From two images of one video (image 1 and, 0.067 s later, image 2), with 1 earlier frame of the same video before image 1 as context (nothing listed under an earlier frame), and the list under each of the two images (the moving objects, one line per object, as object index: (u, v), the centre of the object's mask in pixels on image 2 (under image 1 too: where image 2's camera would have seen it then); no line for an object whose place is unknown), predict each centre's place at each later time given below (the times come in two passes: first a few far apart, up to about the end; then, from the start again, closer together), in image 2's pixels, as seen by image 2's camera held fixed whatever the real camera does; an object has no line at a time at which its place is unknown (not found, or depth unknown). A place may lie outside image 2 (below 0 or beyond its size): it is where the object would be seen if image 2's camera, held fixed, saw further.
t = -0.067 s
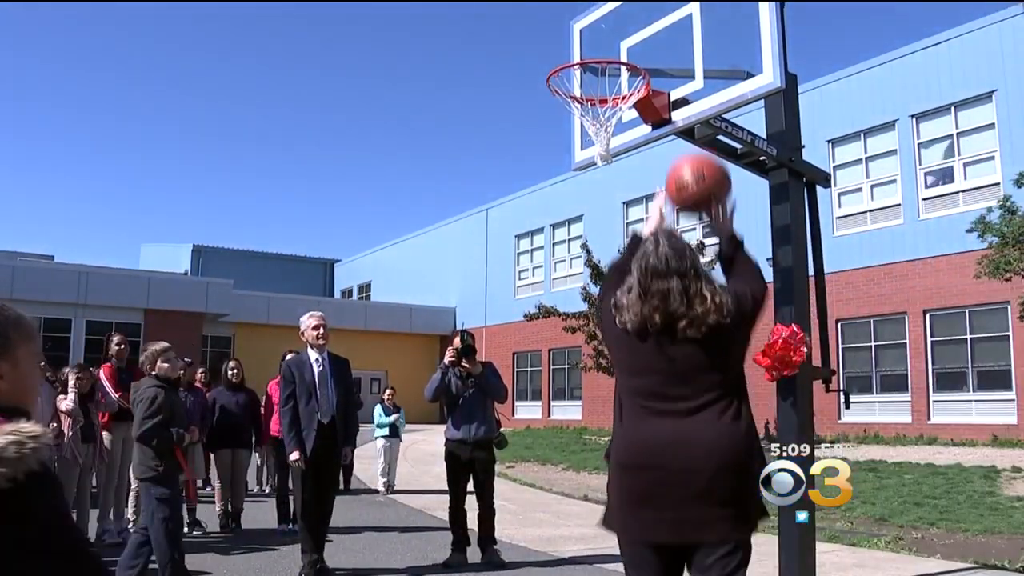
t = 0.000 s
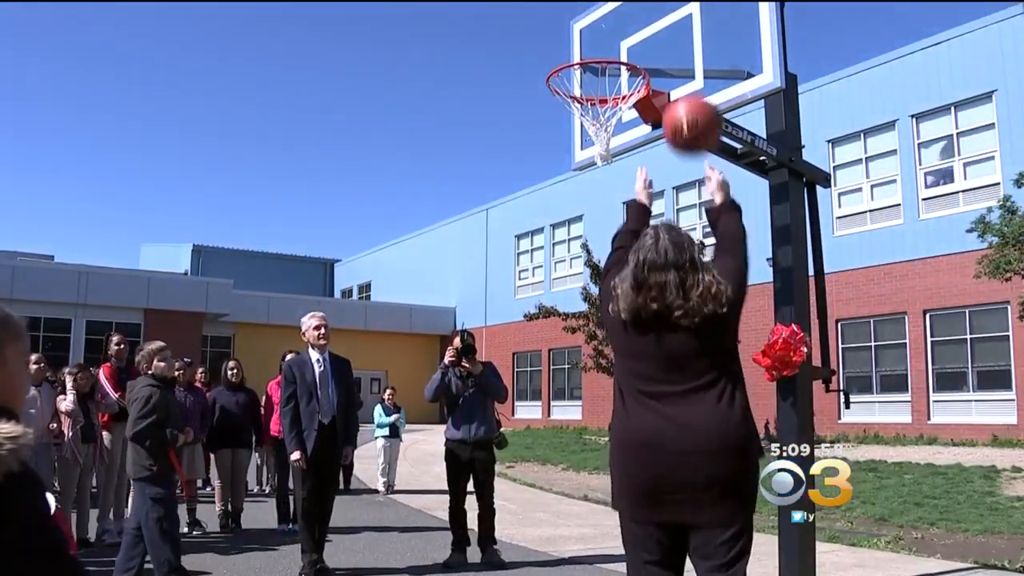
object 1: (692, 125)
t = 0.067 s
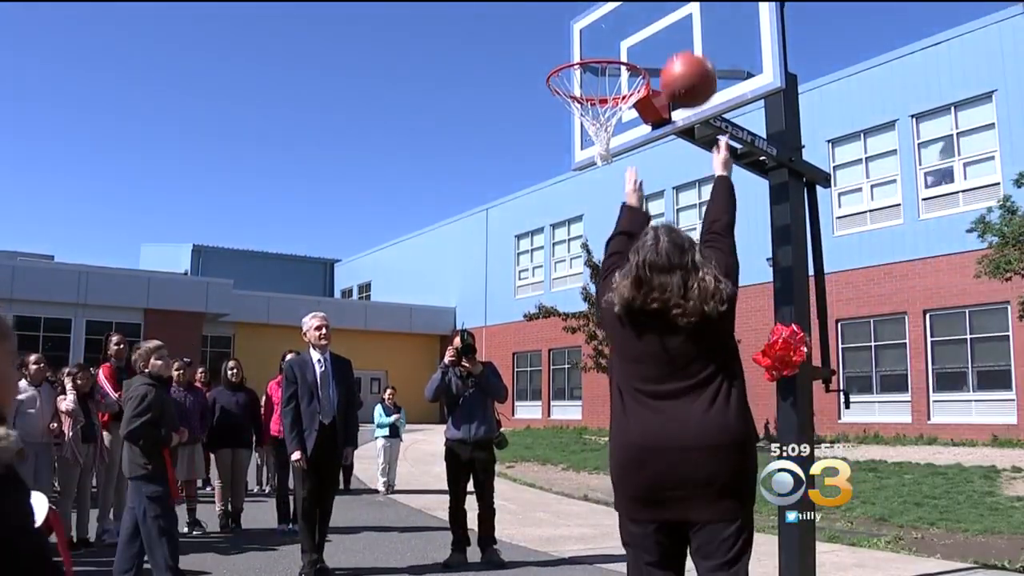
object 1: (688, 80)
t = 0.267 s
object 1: (673, 26)
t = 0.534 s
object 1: (583, 66)
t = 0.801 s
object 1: (617, 135)
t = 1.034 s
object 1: (602, 140)
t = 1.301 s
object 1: (593, 207)
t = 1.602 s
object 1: (587, 478)
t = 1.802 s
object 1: (588, 559)
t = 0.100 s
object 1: (686, 64)
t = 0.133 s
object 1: (685, 51)
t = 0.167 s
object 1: (684, 41)
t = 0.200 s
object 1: (682, 34)
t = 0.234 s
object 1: (681, 29)
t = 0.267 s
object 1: (673, 26)
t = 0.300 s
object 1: (662, 24)
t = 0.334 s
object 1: (650, 24)
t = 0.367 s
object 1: (639, 25)
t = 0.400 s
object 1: (627, 29)
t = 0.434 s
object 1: (616, 35)
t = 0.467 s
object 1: (605, 40)
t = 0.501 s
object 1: (594, 51)
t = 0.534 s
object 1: (583, 66)
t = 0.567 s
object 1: (574, 81)
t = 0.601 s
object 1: (581, 90)
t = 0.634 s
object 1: (590, 106)
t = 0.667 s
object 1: (598, 118)
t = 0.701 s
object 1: (606, 128)
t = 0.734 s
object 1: (613, 132)
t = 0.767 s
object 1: (617, 134)
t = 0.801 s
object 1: (617, 135)
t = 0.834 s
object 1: (616, 137)
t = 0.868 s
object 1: (615, 133)
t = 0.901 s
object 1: (612, 134)
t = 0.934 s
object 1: (611, 133)
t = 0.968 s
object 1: (608, 136)
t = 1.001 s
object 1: (605, 137)
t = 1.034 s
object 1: (602, 140)
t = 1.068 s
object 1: (600, 144)
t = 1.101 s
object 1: (598, 148)
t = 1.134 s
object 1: (597, 152)
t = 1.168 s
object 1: (596, 164)
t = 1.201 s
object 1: (595, 169)
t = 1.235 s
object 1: (594, 179)
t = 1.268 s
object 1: (594, 192)
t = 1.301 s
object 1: (593, 207)
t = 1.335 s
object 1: (593, 225)
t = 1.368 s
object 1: (592, 245)
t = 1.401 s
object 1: (591, 270)
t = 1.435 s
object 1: (590, 296)
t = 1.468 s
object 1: (589, 325)
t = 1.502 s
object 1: (588, 356)
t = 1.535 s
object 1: (581, 388)
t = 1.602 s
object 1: (587, 478)
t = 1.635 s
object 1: (584, 515)
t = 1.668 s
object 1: (582, 556)
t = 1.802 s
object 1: (588, 559)
